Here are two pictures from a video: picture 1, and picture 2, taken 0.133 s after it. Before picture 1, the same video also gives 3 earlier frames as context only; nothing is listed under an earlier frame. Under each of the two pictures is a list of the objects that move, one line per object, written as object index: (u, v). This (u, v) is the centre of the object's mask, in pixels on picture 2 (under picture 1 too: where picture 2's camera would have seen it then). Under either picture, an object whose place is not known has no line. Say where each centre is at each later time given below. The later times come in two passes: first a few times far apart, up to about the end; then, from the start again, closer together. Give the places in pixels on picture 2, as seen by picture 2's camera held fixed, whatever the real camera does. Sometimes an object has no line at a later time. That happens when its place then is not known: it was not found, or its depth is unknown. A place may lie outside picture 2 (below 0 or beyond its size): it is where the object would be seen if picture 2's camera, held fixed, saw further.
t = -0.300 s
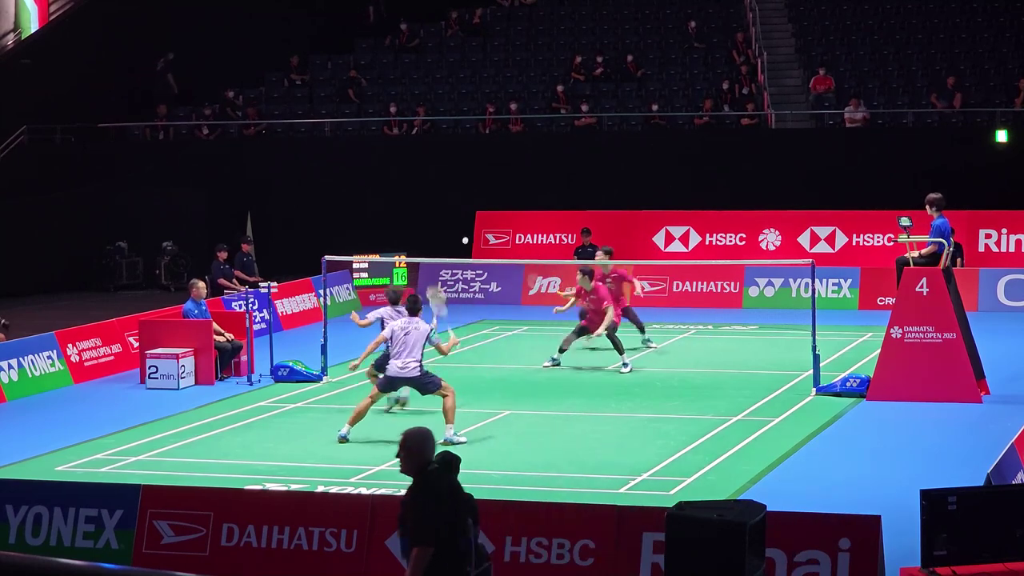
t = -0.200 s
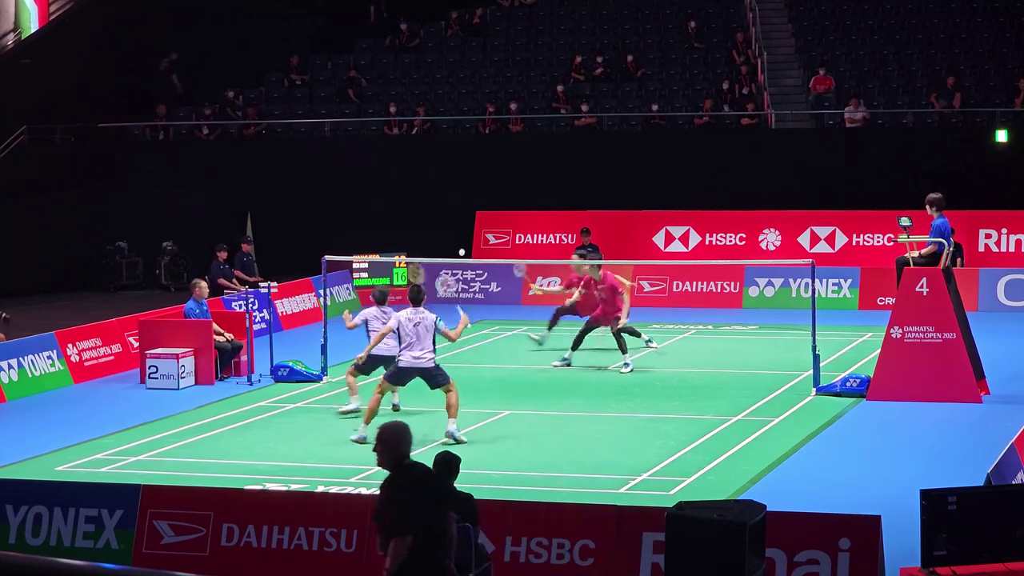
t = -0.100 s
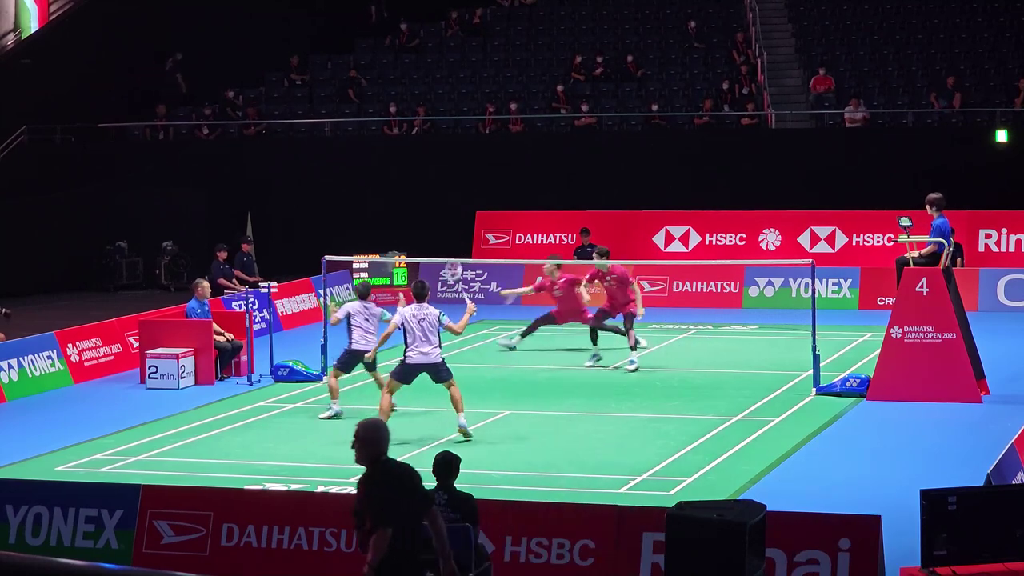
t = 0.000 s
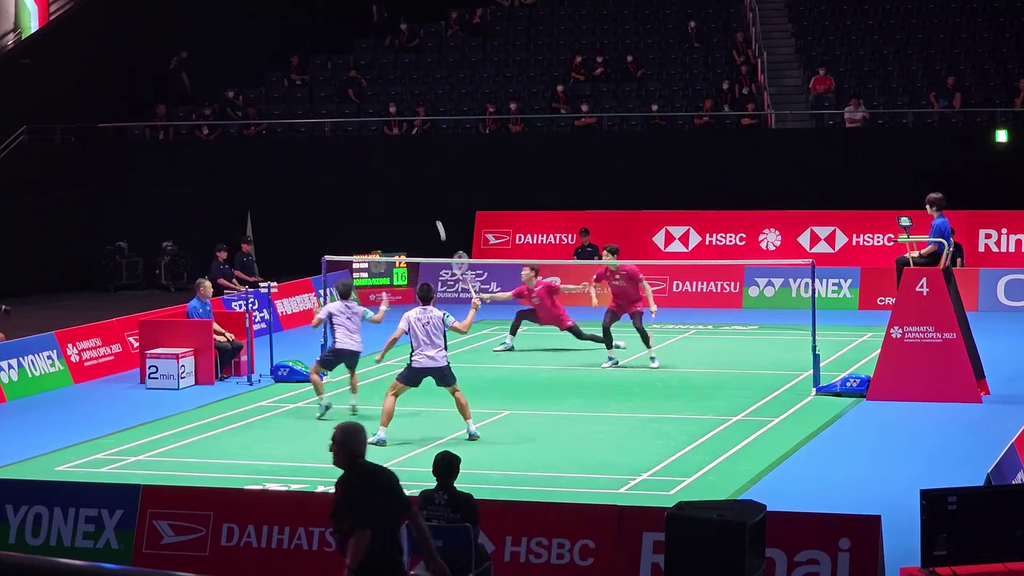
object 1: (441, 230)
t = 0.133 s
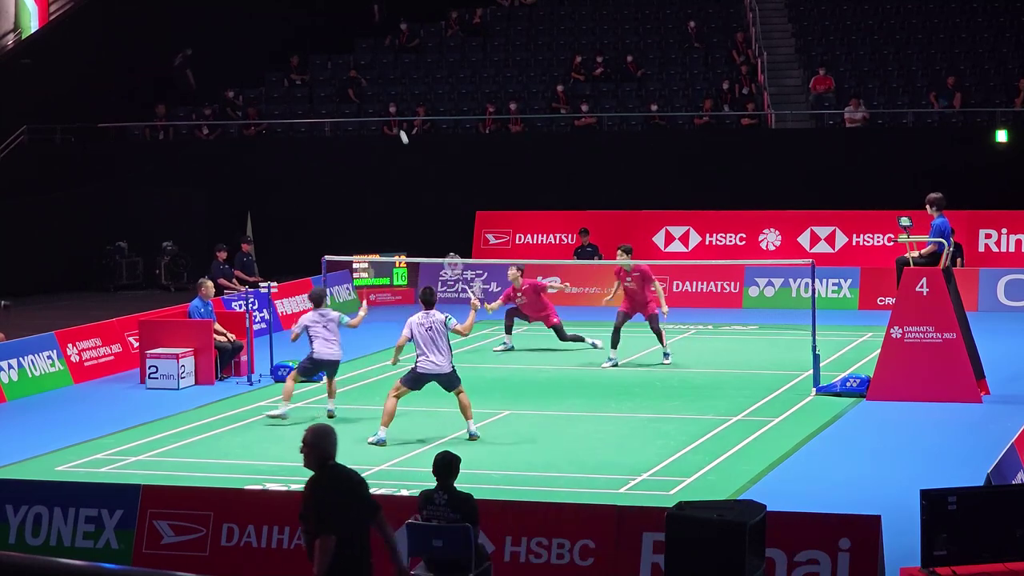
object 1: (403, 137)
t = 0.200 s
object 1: (389, 107)
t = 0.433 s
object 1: (347, 50)
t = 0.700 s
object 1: (306, 50)
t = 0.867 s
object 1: (284, 81)
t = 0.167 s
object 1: (396, 121)
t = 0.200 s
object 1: (389, 107)
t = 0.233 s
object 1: (382, 94)
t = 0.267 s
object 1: (376, 83)
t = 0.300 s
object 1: (370, 74)
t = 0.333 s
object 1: (364, 66)
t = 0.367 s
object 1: (358, 60)
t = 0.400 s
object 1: (352, 54)
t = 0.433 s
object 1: (347, 50)
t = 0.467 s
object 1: (341, 46)
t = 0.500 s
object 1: (336, 44)
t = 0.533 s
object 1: (331, 42)
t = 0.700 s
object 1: (306, 50)
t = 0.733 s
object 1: (302, 54)
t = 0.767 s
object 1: (297, 60)
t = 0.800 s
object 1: (292, 66)
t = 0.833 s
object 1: (288, 73)
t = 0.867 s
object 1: (284, 81)
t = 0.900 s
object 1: (279, 90)
